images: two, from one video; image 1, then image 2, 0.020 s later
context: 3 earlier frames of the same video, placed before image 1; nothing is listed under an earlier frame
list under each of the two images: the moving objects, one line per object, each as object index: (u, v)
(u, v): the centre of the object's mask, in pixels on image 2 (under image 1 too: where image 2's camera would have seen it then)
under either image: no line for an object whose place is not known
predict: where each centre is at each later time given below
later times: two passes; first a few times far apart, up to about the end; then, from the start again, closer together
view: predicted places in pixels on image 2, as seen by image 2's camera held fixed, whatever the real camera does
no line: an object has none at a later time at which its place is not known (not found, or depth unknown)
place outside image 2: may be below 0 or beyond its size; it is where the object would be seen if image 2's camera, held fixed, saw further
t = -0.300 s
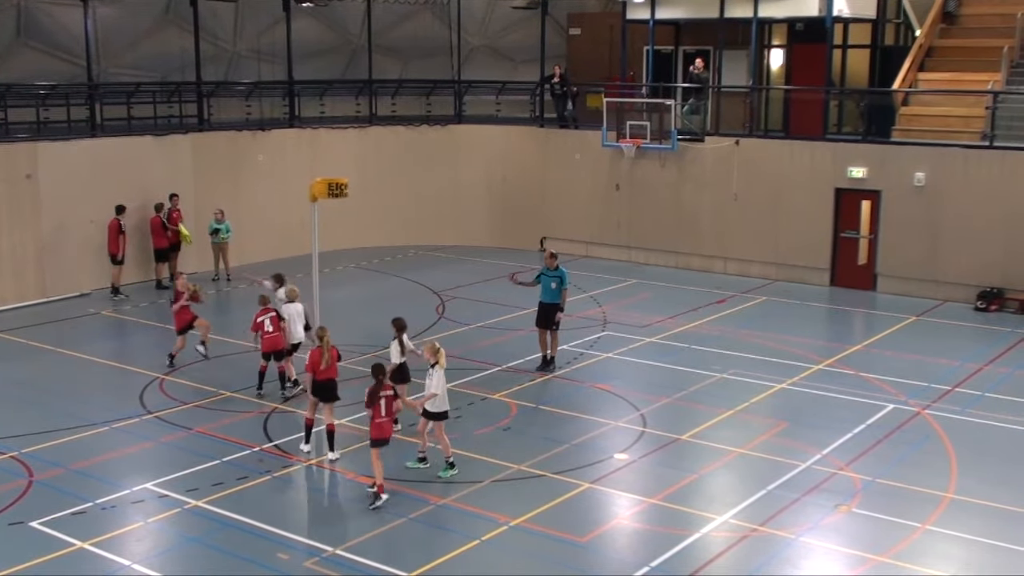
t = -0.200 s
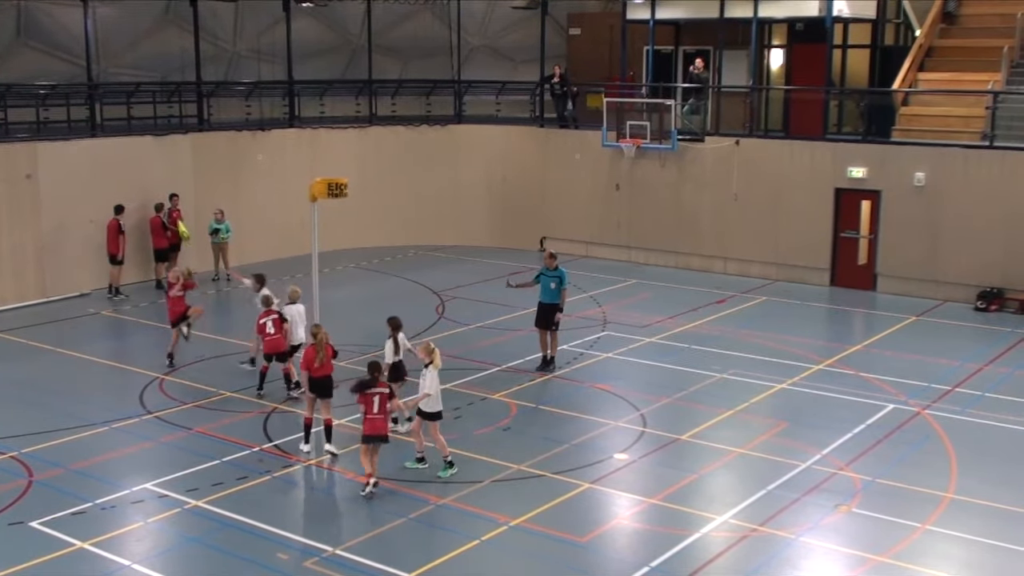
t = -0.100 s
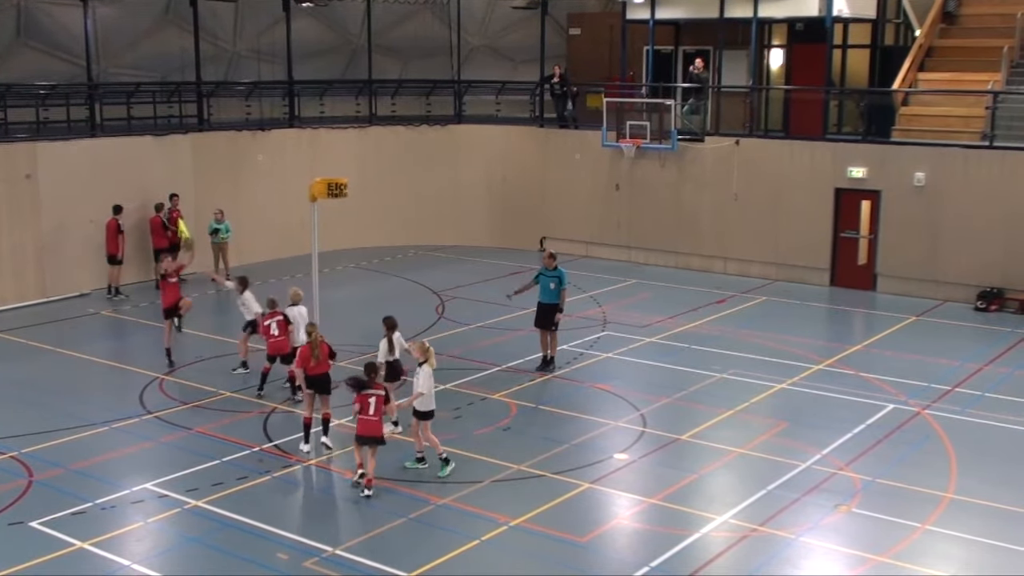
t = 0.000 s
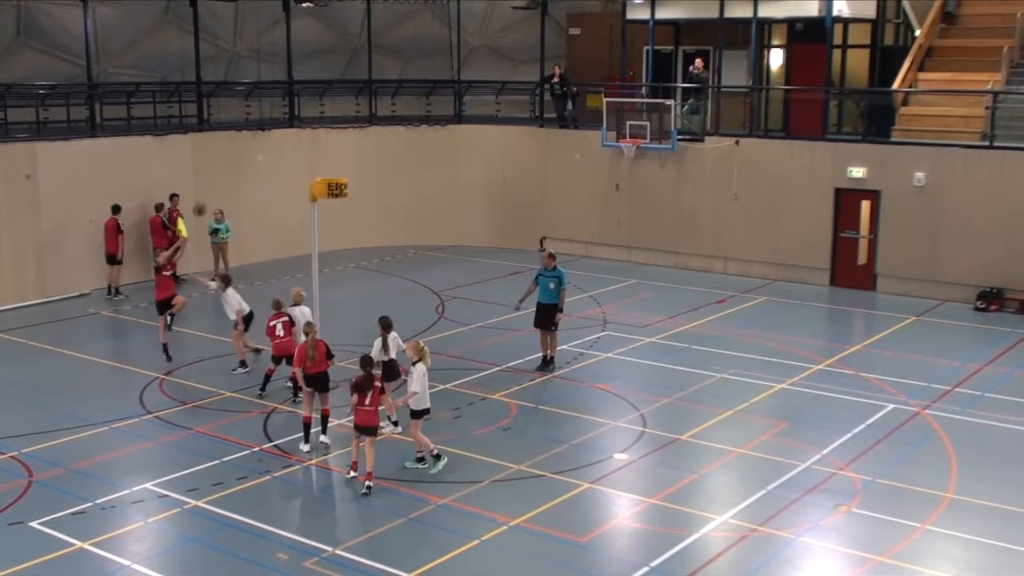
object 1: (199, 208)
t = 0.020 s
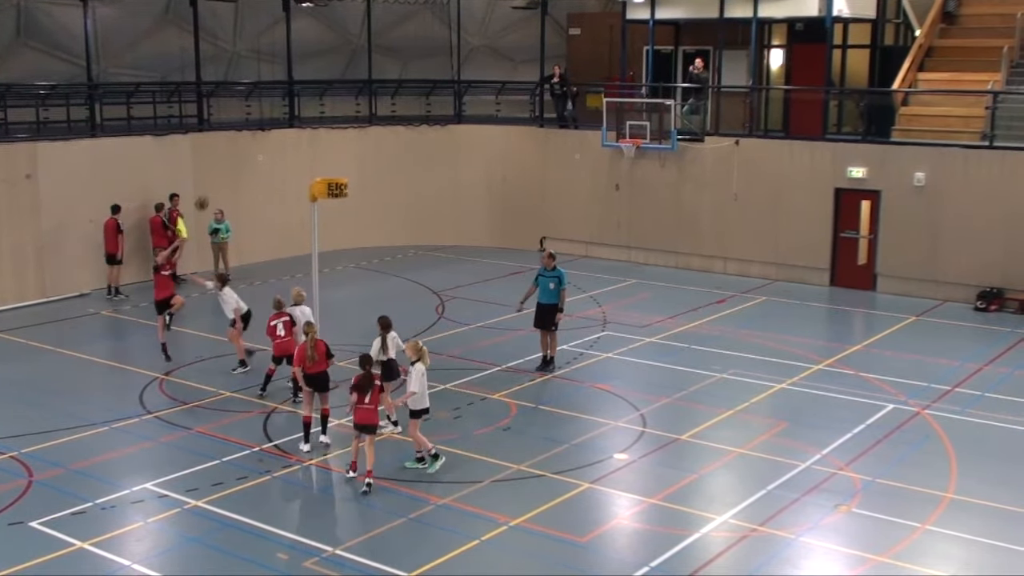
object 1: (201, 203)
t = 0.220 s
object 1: (226, 154)
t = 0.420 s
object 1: (252, 132)
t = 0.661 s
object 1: (287, 141)
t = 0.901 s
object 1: (308, 162)
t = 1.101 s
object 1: (294, 142)
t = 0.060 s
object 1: (206, 191)
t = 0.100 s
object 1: (211, 180)
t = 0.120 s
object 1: (213, 175)
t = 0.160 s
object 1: (218, 166)
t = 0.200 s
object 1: (223, 158)
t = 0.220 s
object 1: (226, 154)
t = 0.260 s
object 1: (231, 148)
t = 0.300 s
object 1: (237, 142)
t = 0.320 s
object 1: (239, 140)
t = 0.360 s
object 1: (245, 135)
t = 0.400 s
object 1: (250, 133)
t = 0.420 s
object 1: (252, 132)
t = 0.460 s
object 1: (258, 130)
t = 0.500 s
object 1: (264, 130)
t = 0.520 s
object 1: (267, 130)
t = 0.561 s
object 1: (272, 132)
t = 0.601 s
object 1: (278, 134)
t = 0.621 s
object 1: (281, 137)
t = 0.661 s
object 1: (287, 141)
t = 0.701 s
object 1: (292, 146)
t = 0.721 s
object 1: (295, 149)
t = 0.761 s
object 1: (301, 156)
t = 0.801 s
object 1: (307, 164)
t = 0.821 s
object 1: (310, 169)
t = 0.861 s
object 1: (310, 169)
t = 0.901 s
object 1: (308, 162)
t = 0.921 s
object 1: (306, 158)
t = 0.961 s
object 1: (304, 153)
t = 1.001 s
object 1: (301, 148)
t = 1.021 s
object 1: (299, 146)
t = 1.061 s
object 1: (297, 144)
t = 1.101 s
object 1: (294, 142)
